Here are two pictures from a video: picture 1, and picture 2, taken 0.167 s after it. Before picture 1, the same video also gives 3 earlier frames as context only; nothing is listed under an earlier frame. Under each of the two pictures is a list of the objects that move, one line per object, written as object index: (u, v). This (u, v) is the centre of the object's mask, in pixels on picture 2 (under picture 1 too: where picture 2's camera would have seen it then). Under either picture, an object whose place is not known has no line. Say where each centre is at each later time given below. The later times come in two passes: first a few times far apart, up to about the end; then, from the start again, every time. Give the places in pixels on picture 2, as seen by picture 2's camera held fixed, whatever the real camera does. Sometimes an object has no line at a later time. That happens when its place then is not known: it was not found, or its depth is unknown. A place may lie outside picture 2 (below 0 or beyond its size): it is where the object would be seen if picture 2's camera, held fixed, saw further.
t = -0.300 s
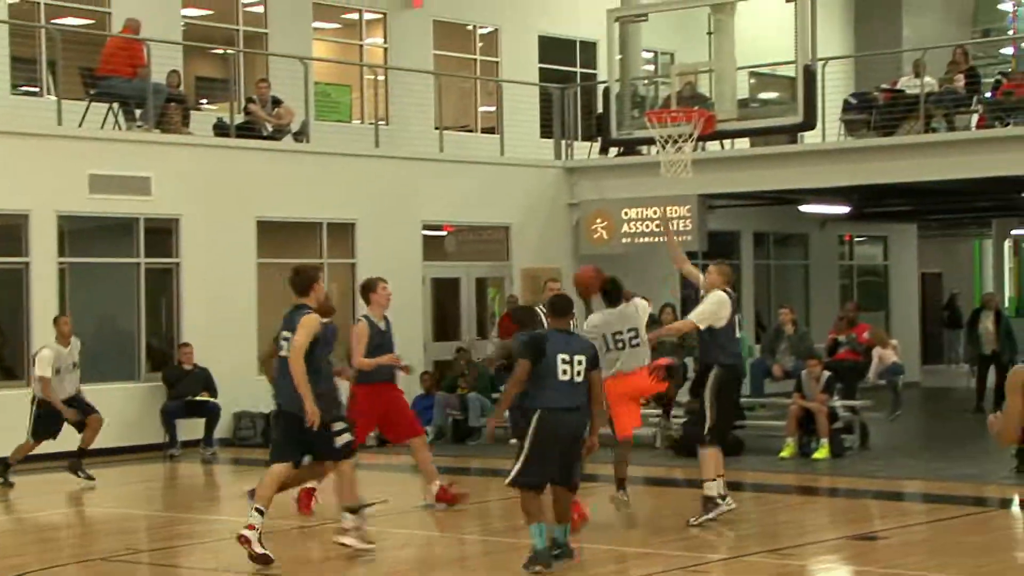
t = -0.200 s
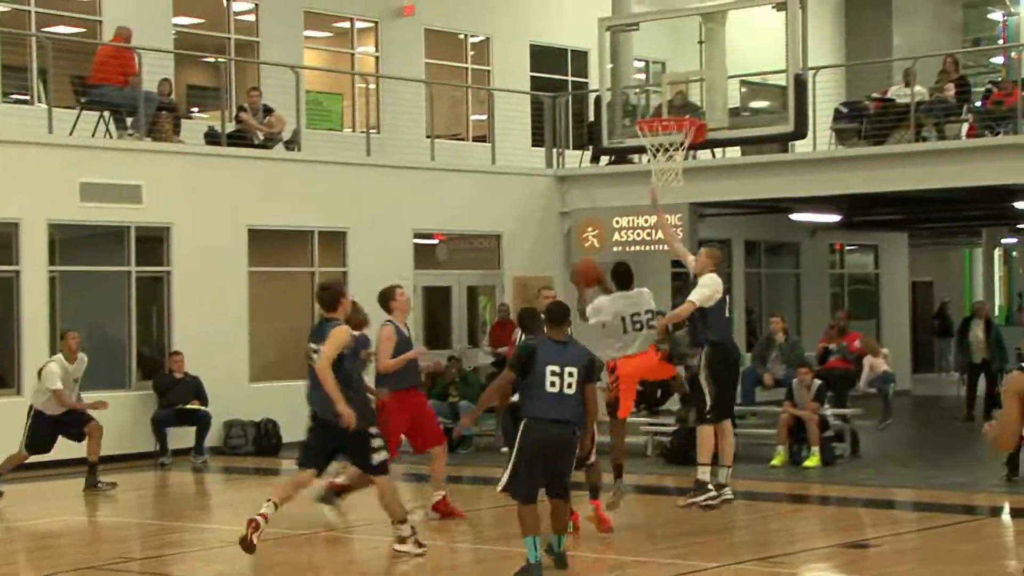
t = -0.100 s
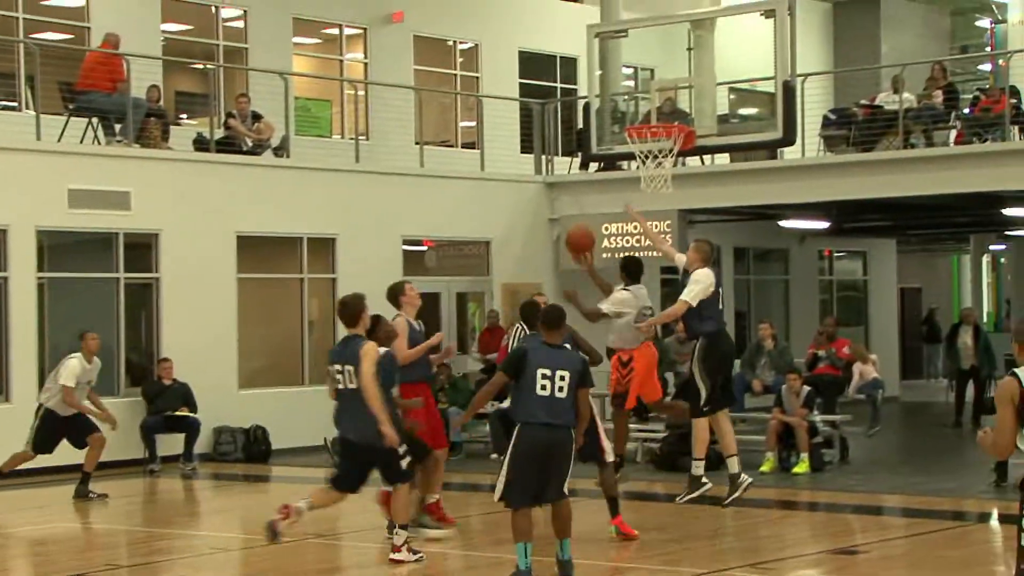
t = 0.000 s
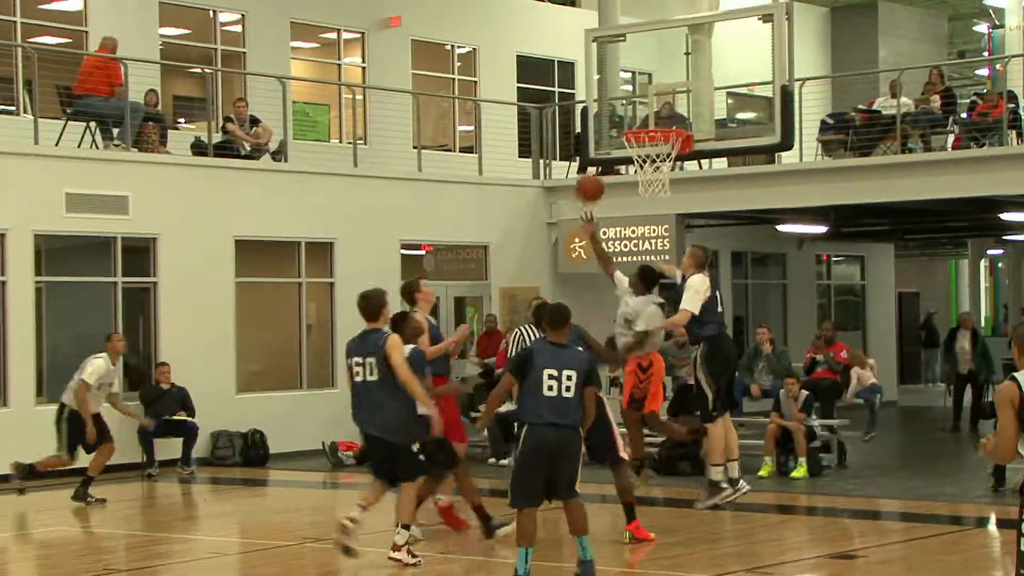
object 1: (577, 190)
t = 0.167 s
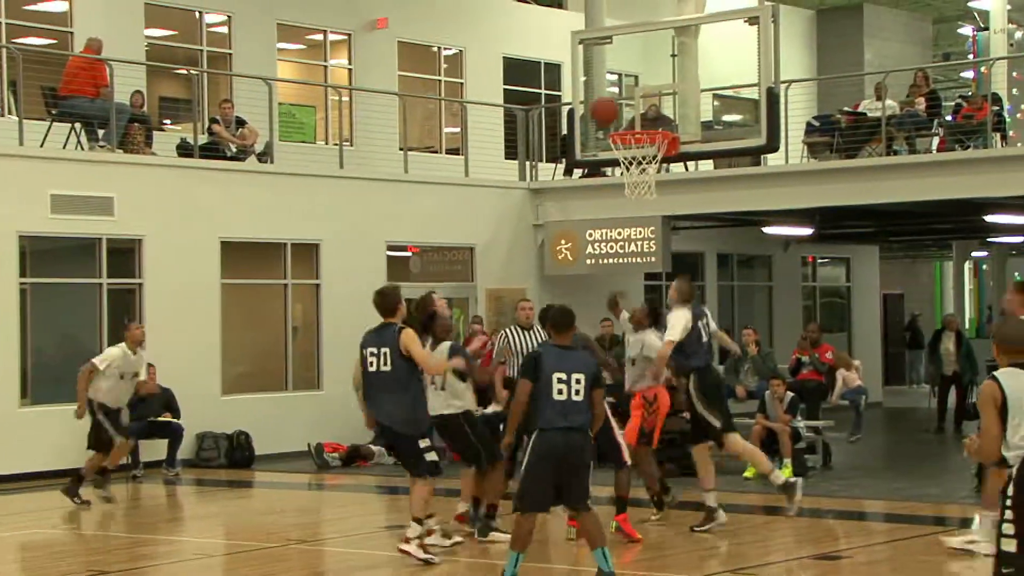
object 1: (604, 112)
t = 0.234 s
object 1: (616, 89)
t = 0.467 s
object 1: (657, 53)
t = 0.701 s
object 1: (673, 74)
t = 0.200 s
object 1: (610, 99)
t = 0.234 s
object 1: (616, 89)
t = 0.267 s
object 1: (622, 79)
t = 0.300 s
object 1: (627, 72)
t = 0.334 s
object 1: (633, 65)
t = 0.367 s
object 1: (639, 60)
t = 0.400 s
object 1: (645, 56)
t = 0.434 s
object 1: (651, 54)
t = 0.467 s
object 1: (657, 53)
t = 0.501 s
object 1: (663, 54)
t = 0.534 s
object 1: (667, 55)
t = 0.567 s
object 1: (668, 56)
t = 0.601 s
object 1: (669, 59)
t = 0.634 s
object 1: (671, 62)
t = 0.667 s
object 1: (672, 67)
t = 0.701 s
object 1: (673, 74)
